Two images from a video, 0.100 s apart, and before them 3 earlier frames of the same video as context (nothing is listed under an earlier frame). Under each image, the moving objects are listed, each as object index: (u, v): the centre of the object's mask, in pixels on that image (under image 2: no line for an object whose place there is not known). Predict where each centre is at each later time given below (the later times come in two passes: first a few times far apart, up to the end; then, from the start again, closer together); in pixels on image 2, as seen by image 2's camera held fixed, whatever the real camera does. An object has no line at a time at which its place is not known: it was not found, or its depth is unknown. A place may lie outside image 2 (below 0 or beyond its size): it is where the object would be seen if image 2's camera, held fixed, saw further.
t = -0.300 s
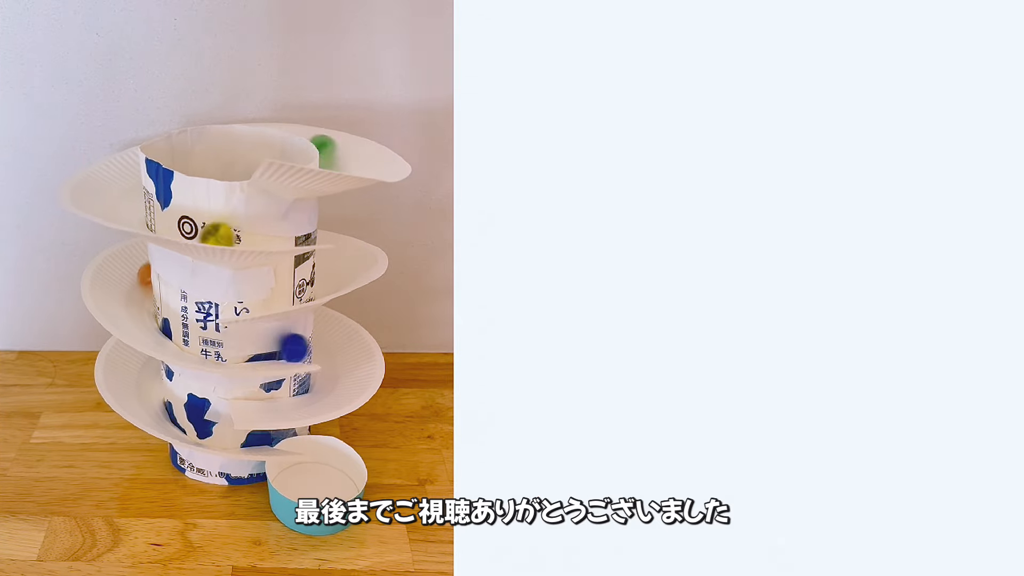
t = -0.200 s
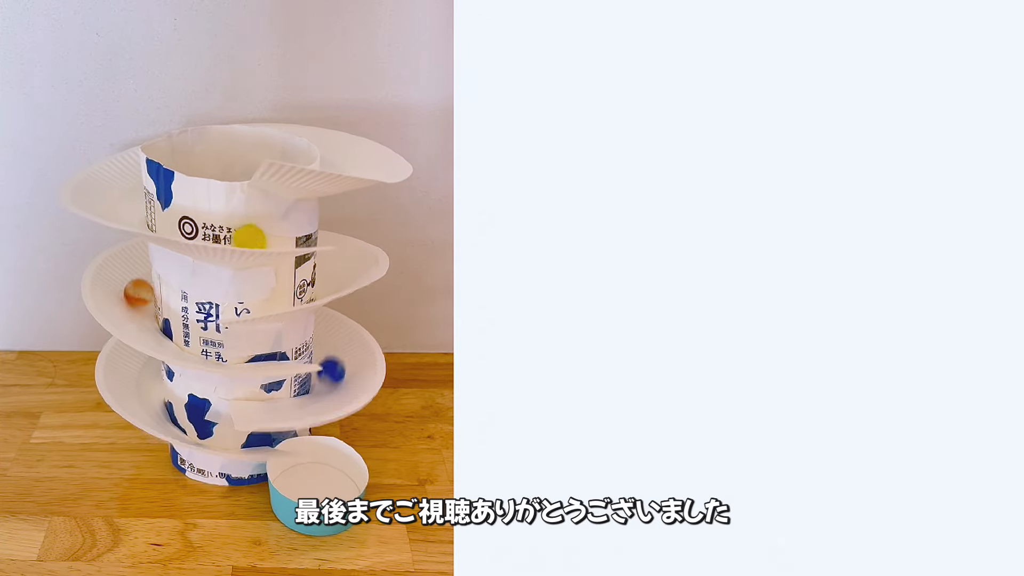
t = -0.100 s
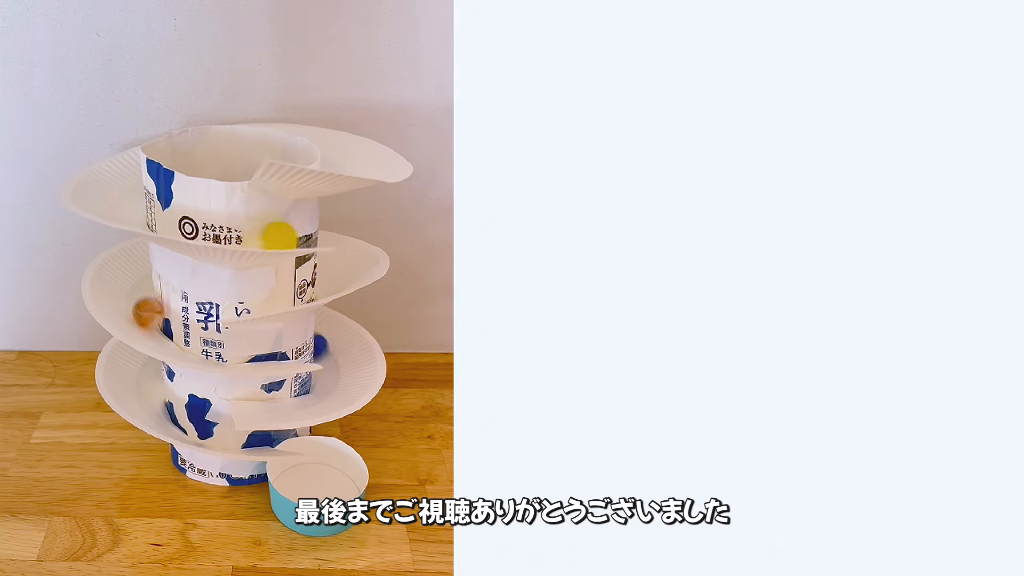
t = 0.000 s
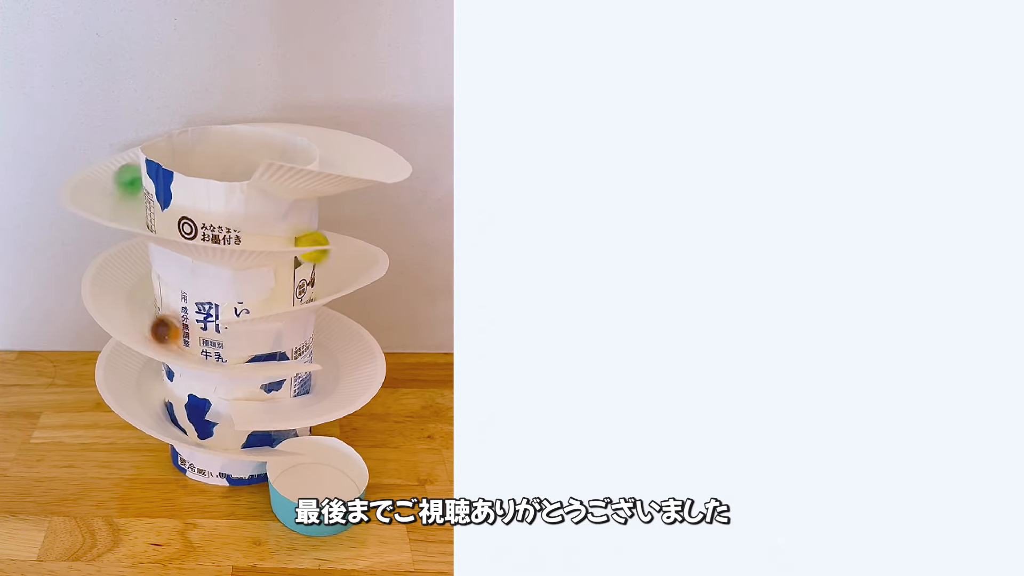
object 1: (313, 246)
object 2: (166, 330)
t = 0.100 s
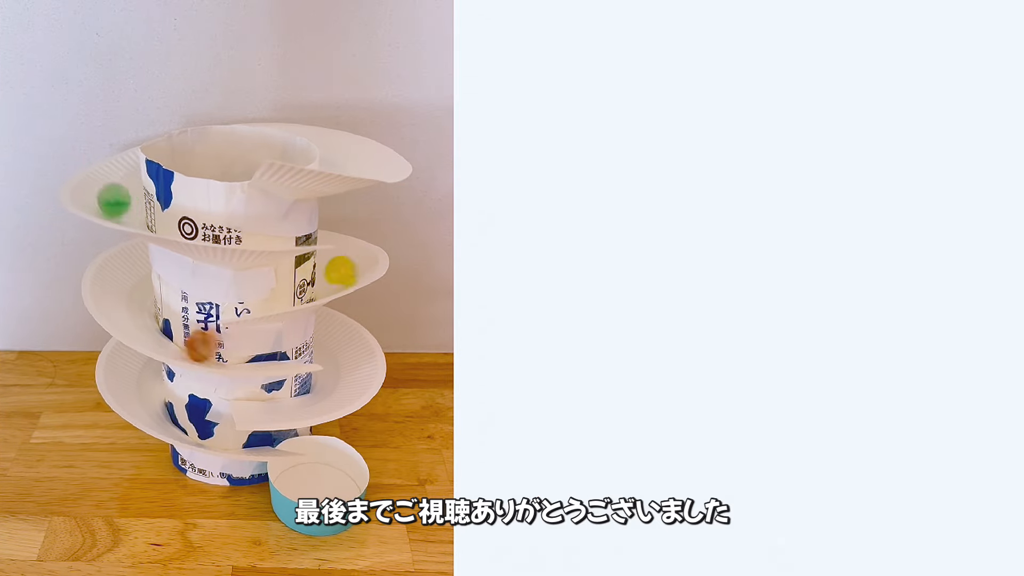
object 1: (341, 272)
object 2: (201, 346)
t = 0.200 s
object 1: (328, 265)
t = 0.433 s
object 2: (338, 360)
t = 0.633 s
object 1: (142, 285)
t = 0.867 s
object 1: (149, 313)
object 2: (153, 366)
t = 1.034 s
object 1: (180, 338)
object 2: (158, 402)
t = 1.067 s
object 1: (190, 342)
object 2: (162, 407)
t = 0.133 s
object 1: (345, 267)
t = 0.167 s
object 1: (340, 265)
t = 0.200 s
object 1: (328, 265)
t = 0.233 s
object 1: (320, 260)
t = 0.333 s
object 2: (316, 356)
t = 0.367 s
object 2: (330, 378)
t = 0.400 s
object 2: (336, 367)
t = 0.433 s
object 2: (338, 360)
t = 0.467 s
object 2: (336, 349)
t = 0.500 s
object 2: (327, 341)
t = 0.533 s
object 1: (149, 267)
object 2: (321, 336)
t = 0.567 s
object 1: (147, 276)
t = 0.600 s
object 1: (144, 280)
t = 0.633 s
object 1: (142, 285)
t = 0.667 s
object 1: (140, 287)
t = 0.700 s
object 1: (140, 292)
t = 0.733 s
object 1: (139, 296)
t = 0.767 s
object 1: (140, 299)
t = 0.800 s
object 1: (142, 304)
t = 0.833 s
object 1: (145, 308)
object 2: (154, 364)
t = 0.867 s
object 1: (149, 313)
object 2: (153, 366)
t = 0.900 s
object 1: (154, 319)
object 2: (149, 373)
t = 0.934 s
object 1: (157, 323)
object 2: (149, 383)
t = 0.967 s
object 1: (165, 328)
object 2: (152, 391)
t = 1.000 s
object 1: (173, 332)
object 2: (155, 397)
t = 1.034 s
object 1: (180, 338)
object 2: (158, 402)
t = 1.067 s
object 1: (190, 342)
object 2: (162, 407)
